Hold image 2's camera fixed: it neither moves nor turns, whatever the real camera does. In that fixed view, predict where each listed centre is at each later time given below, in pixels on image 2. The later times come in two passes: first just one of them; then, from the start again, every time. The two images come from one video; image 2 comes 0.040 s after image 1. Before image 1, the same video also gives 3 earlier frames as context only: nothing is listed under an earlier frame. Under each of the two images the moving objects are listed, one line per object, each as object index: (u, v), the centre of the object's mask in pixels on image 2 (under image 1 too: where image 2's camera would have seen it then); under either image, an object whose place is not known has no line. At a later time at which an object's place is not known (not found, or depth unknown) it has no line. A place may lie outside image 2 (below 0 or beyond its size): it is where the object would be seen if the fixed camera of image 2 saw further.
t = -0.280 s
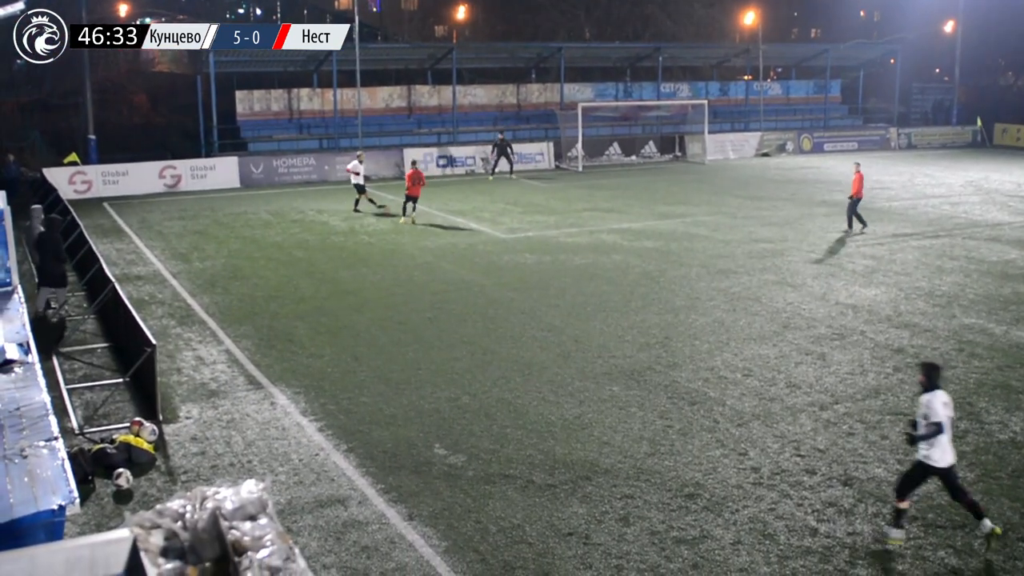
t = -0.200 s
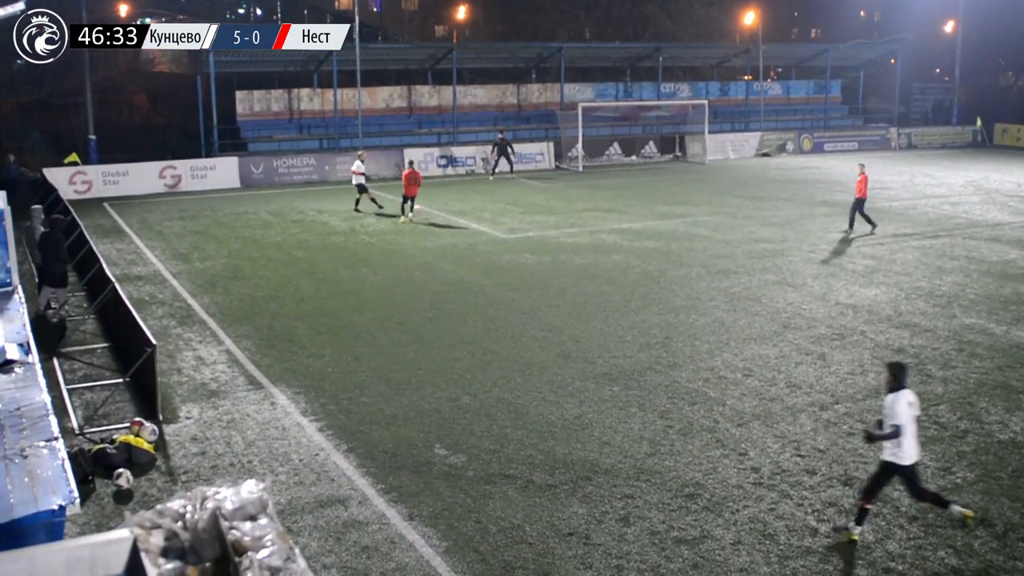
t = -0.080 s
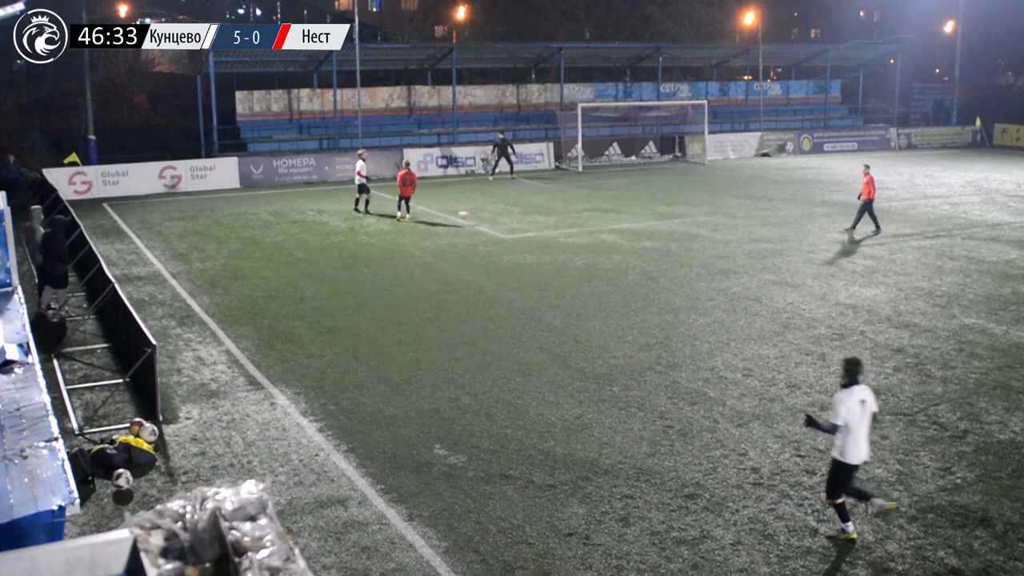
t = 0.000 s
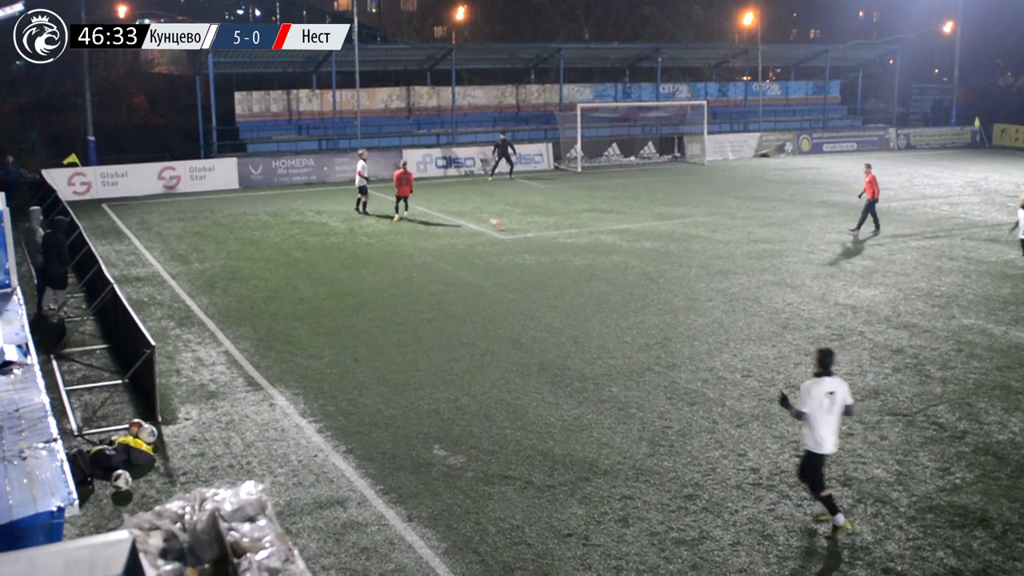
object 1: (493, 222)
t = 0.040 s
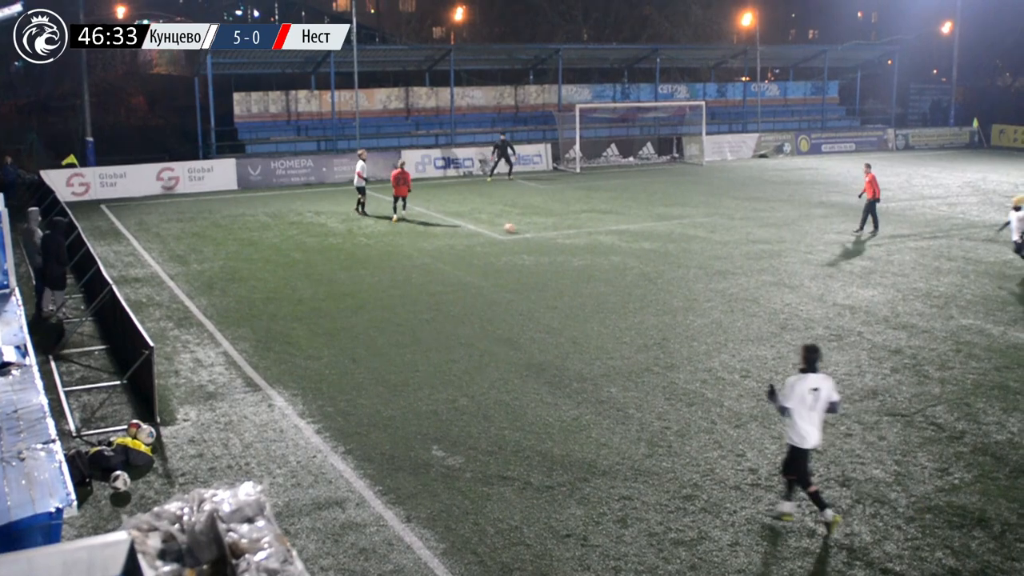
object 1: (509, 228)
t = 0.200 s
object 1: (561, 229)
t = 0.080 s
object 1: (519, 225)
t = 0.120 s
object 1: (534, 227)
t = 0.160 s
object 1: (547, 227)
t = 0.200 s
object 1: (561, 229)
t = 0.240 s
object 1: (574, 232)
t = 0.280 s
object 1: (587, 235)
